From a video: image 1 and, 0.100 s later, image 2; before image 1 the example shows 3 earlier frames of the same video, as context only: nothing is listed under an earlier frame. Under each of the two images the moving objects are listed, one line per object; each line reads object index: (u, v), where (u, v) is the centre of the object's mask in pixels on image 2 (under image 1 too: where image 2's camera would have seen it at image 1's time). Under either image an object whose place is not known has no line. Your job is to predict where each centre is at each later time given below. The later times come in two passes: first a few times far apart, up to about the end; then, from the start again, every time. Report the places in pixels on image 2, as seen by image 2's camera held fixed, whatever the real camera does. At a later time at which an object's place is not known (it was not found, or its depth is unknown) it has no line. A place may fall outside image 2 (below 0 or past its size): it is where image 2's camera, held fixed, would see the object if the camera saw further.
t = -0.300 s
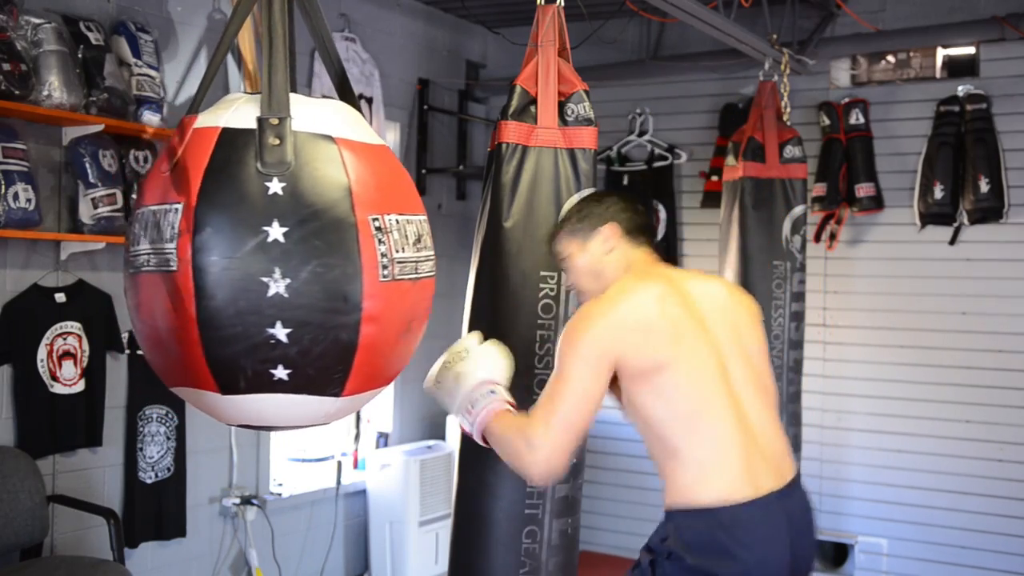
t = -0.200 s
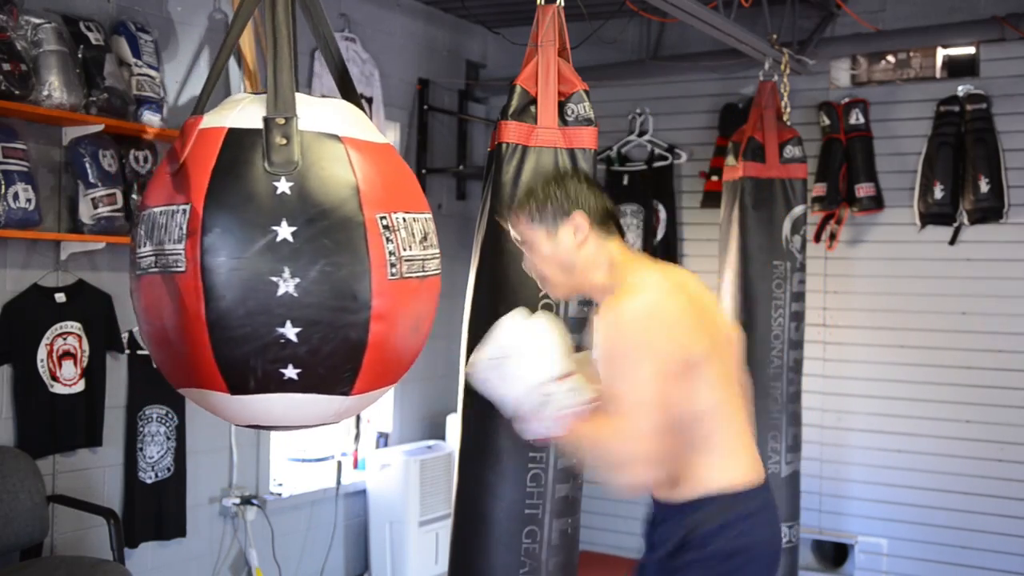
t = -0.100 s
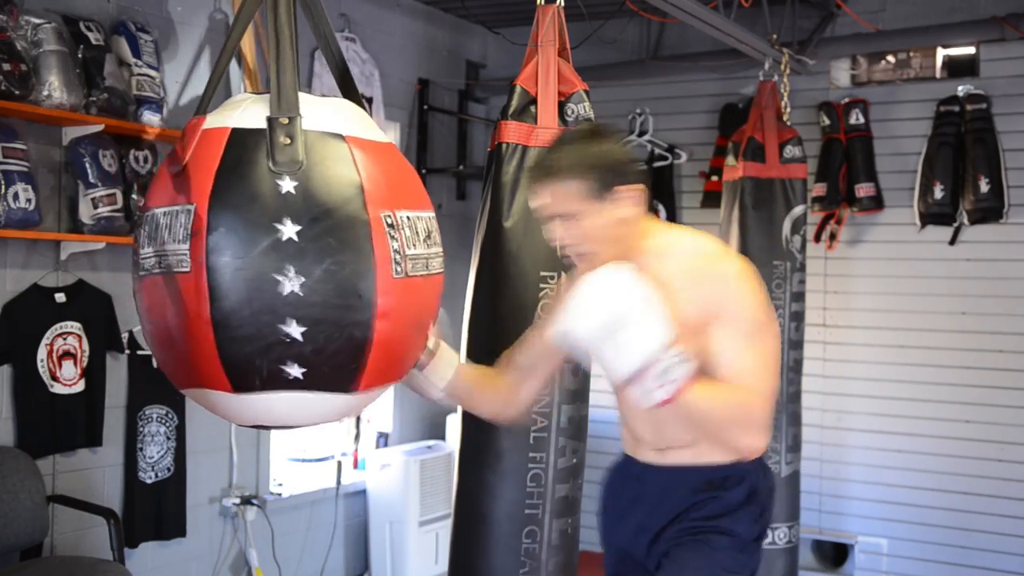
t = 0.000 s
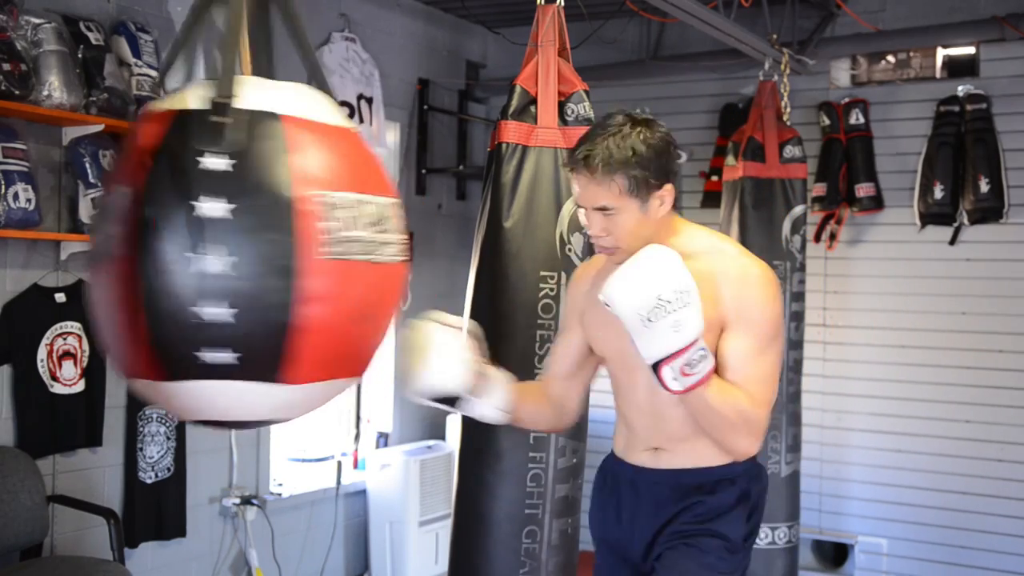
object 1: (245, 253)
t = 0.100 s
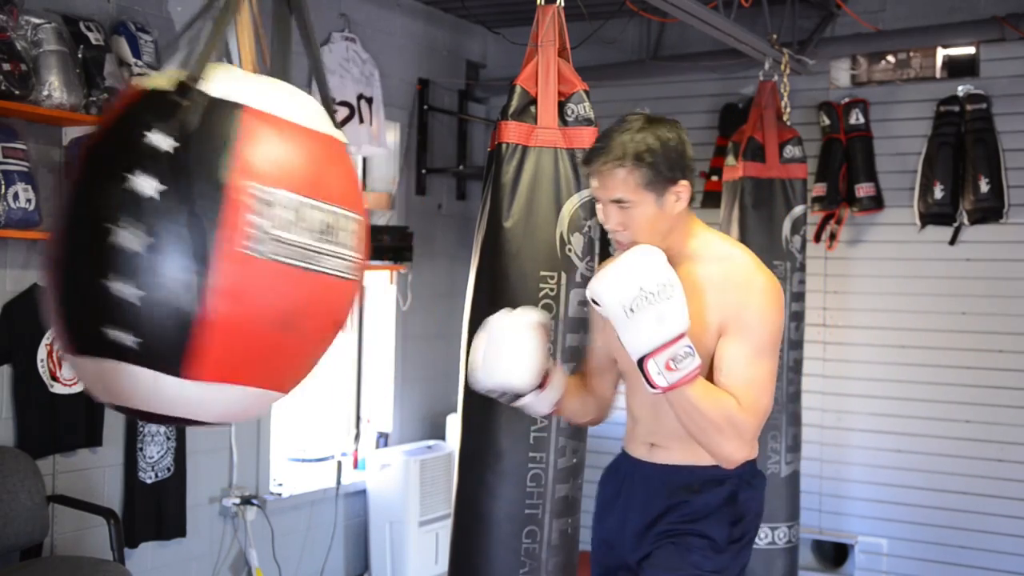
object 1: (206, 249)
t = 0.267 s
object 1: (149, 229)
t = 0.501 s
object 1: (138, 225)
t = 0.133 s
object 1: (190, 242)
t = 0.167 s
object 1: (173, 240)
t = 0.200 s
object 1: (160, 237)
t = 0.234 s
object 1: (153, 233)
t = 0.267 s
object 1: (149, 229)
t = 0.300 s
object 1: (145, 227)
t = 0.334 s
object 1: (143, 225)
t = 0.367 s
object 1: (141, 224)
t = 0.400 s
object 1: (140, 223)
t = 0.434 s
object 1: (138, 222)
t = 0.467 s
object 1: (138, 224)
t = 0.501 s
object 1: (138, 225)
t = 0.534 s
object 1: (140, 229)
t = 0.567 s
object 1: (143, 231)
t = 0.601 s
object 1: (146, 236)
